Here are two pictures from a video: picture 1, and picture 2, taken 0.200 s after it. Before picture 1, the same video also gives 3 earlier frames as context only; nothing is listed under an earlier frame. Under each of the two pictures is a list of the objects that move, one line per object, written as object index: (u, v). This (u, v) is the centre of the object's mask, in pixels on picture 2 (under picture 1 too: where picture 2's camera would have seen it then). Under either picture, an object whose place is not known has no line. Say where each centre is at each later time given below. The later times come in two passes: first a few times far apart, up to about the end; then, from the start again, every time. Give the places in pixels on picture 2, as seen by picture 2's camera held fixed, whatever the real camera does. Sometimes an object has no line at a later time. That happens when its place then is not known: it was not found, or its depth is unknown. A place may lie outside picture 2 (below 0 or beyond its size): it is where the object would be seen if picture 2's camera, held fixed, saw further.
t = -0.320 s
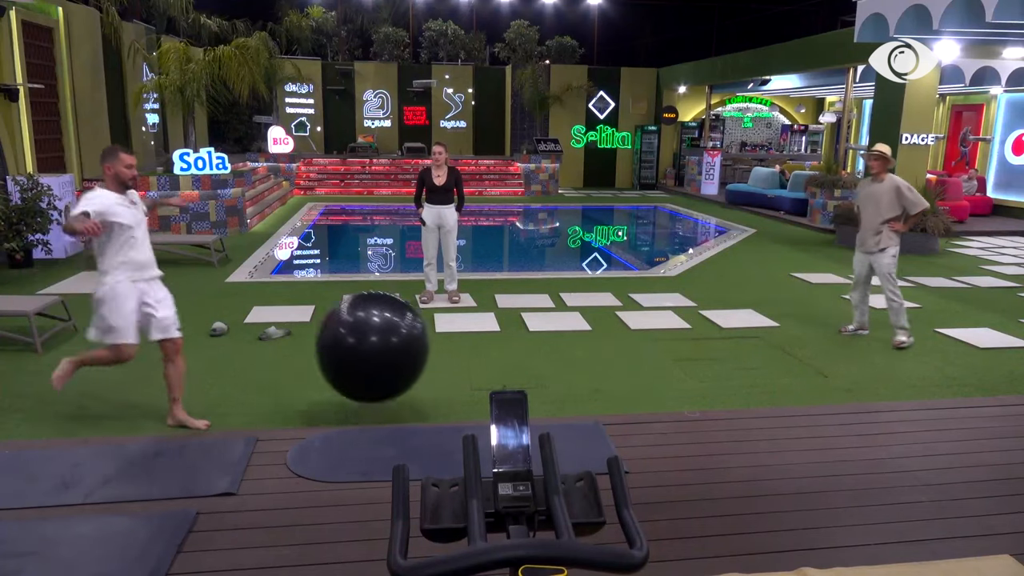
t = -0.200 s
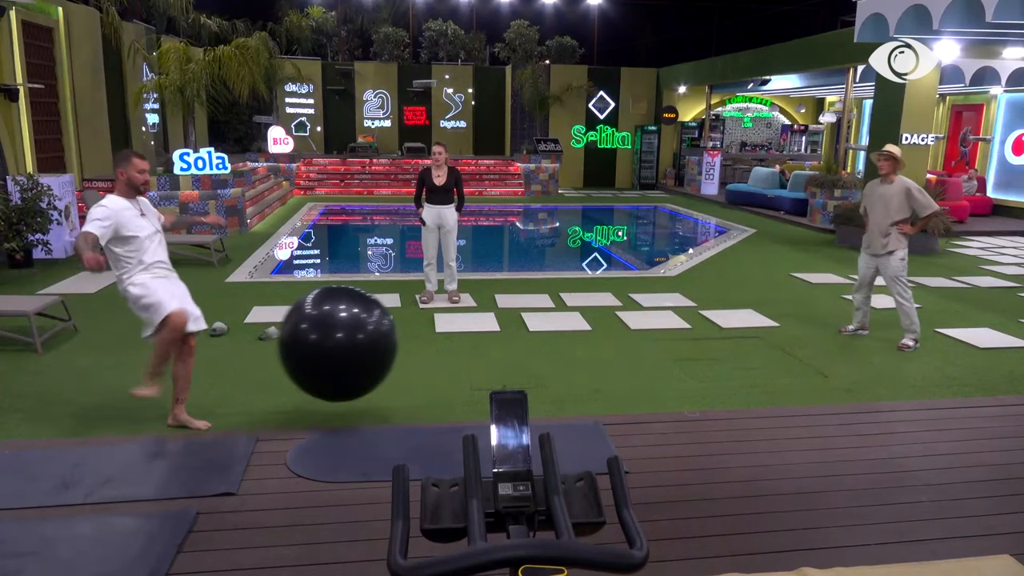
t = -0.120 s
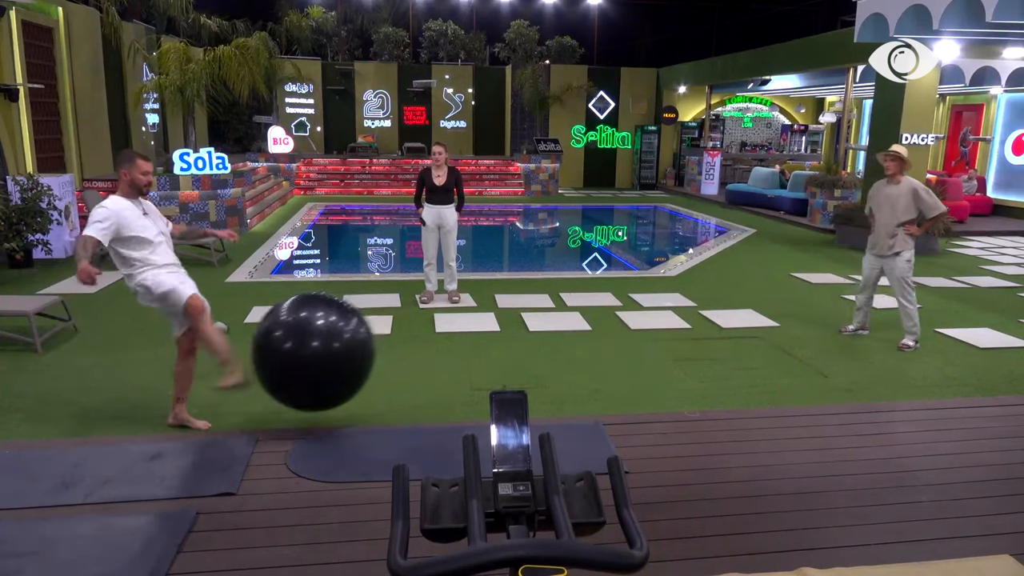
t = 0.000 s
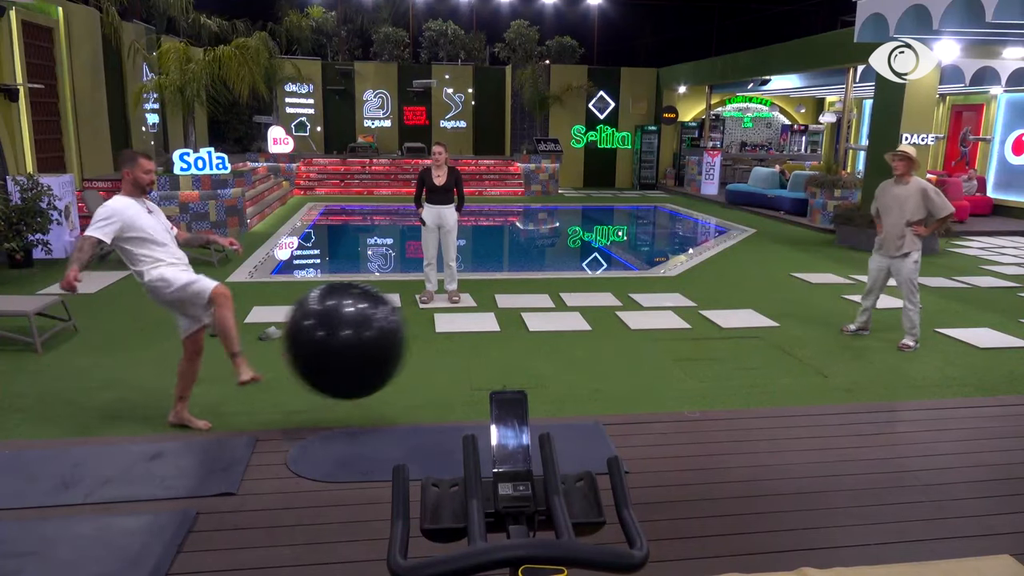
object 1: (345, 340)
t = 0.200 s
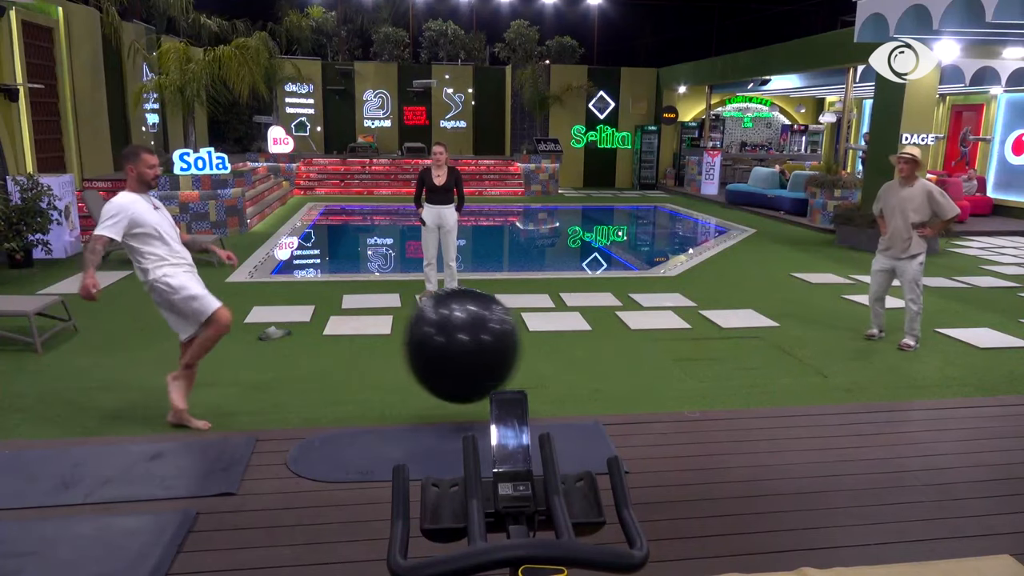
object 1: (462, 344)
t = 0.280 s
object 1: (506, 356)
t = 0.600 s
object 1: (612, 342)
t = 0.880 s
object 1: (677, 334)
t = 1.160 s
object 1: (726, 329)
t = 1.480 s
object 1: (777, 311)
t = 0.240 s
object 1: (483, 349)
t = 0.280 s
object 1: (506, 356)
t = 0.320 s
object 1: (527, 364)
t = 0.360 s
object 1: (541, 364)
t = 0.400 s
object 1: (552, 358)
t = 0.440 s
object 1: (564, 351)
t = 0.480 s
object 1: (577, 346)
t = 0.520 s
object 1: (589, 342)
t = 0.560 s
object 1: (600, 342)
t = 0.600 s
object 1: (612, 342)
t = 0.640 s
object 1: (622, 345)
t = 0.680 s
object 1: (632, 349)
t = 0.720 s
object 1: (642, 356)
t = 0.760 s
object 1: (650, 359)
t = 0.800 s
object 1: (659, 353)
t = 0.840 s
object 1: (668, 342)
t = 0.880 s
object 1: (677, 334)
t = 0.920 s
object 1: (685, 329)
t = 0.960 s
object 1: (692, 325)
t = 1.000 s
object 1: (699, 323)
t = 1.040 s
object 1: (707, 322)
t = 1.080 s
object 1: (714, 323)
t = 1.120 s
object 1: (720, 325)
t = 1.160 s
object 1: (726, 329)
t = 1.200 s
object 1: (732, 335)
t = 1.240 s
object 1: (738, 339)
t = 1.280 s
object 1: (745, 333)
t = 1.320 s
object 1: (752, 325)
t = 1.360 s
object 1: (758, 319)
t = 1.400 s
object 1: (765, 315)
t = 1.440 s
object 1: (771, 312)
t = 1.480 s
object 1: (777, 311)
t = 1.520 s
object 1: (782, 311)
